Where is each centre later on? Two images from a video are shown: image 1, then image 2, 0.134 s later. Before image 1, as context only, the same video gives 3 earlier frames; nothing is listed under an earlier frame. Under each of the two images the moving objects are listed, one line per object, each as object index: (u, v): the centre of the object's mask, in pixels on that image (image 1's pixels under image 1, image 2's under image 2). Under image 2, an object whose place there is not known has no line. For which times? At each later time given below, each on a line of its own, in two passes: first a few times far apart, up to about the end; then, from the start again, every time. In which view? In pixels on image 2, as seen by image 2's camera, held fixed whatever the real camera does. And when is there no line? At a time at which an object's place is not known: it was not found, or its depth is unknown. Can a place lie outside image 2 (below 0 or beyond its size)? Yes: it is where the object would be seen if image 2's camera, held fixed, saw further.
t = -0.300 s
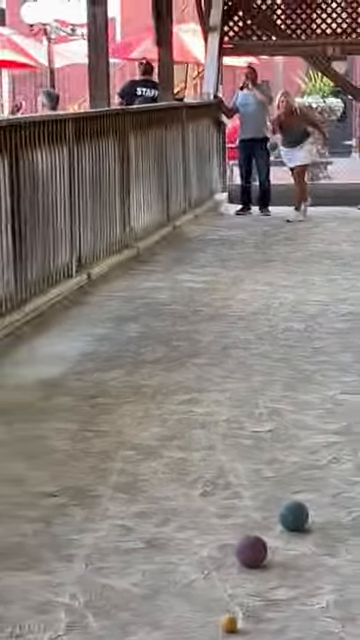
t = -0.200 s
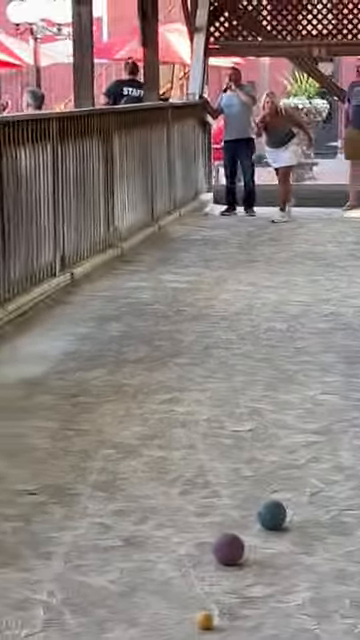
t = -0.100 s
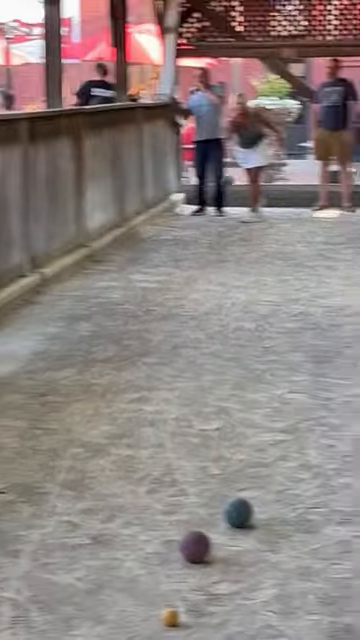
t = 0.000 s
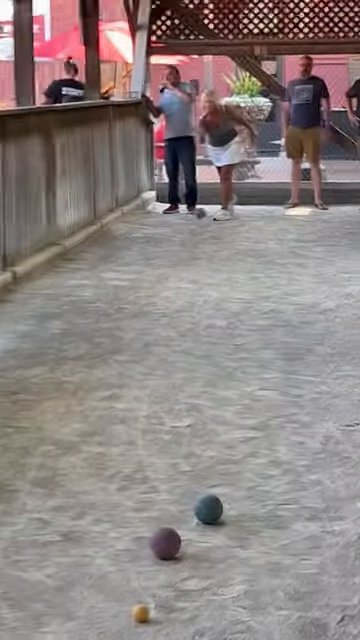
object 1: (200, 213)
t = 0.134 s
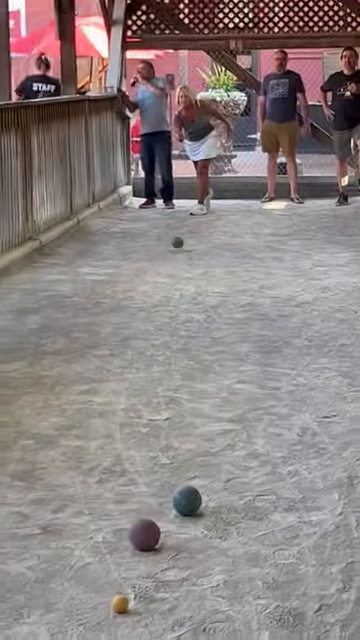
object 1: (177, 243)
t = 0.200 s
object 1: (177, 244)
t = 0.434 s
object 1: (177, 257)
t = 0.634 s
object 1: (176, 266)
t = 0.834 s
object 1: (177, 273)
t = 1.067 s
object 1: (177, 284)
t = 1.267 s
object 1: (178, 294)
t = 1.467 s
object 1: (178, 306)
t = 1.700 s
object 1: (180, 319)
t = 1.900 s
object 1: (183, 334)
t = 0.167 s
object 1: (177, 243)
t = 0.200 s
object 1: (177, 244)
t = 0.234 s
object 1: (177, 247)
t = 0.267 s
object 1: (177, 251)
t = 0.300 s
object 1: (177, 252)
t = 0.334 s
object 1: (177, 253)
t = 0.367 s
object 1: (177, 254)
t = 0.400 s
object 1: (177, 255)
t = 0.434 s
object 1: (177, 257)
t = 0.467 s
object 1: (177, 259)
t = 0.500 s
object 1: (177, 260)
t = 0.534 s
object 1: (177, 262)
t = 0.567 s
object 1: (177, 263)
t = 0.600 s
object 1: (176, 265)
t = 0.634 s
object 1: (176, 266)
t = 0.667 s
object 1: (176, 267)
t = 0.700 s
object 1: (176, 269)
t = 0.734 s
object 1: (176, 269)
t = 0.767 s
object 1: (176, 271)
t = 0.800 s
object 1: (177, 273)
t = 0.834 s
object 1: (177, 273)
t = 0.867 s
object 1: (177, 275)
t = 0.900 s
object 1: (177, 276)
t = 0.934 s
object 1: (177, 277)
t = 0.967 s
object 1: (177, 279)
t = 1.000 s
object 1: (177, 280)
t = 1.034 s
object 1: (177, 283)
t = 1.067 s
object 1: (177, 284)
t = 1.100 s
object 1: (178, 285)
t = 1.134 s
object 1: (177, 287)
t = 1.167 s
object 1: (178, 289)
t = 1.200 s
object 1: (178, 290)
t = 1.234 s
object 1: (178, 292)
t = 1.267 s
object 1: (178, 294)
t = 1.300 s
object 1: (178, 296)
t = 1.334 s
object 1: (178, 298)
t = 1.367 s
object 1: (177, 301)
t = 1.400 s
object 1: (178, 302)
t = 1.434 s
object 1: (178, 304)
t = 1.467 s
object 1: (178, 306)
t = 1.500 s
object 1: (178, 308)
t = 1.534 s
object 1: (178, 310)
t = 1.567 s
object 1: (178, 312)
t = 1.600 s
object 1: (178, 314)
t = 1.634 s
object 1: (179, 316)
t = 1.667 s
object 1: (179, 318)
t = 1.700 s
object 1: (180, 319)
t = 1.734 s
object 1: (180, 322)
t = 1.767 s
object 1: (180, 324)
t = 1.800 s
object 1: (181, 326)
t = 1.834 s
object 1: (182, 329)
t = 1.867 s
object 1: (182, 330)
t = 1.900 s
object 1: (183, 334)
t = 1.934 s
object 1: (183, 336)
